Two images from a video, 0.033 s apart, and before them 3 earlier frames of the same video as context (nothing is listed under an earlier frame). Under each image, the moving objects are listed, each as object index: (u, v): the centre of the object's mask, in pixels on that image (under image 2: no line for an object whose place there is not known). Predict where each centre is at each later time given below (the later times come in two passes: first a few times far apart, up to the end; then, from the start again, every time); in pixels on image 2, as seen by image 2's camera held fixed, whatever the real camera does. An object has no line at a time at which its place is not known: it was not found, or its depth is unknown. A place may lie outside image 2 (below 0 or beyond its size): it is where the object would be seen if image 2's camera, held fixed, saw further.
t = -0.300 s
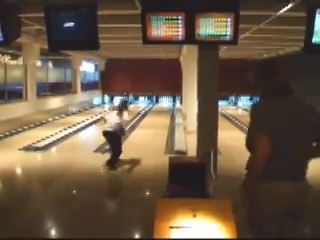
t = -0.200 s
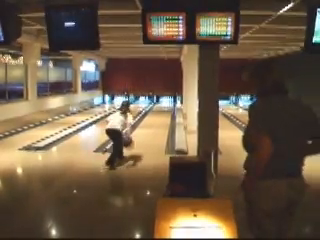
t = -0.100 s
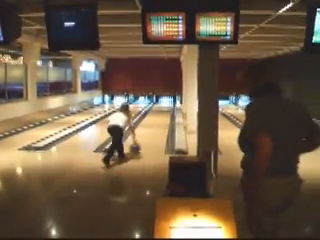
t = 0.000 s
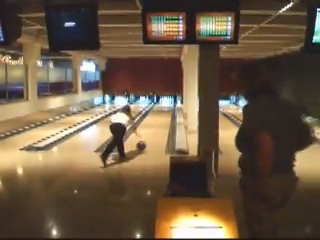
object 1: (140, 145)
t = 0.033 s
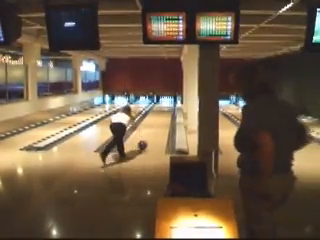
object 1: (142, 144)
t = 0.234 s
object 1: (148, 136)
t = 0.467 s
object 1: (154, 128)
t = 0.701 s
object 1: (158, 122)
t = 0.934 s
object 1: (160, 118)
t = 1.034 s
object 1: (161, 117)
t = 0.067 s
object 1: (143, 144)
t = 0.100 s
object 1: (144, 142)
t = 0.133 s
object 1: (145, 140)
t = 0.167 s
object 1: (146, 139)
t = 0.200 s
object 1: (147, 137)
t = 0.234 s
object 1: (148, 136)
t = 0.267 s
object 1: (149, 135)
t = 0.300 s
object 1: (150, 134)
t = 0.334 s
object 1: (151, 132)
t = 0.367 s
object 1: (152, 131)
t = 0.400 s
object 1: (152, 130)
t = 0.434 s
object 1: (153, 129)
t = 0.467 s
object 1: (154, 128)
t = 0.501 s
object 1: (154, 127)
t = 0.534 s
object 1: (155, 126)
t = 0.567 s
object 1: (155, 125)
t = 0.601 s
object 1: (156, 124)
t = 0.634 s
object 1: (156, 124)
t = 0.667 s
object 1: (157, 123)
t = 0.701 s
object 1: (158, 122)
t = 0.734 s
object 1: (158, 122)
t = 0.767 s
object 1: (158, 121)
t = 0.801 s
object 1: (159, 120)
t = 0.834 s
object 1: (159, 120)
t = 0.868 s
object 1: (160, 119)
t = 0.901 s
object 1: (160, 118)
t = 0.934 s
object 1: (160, 118)
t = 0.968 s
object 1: (161, 117)
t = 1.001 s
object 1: (161, 117)
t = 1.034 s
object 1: (161, 117)
